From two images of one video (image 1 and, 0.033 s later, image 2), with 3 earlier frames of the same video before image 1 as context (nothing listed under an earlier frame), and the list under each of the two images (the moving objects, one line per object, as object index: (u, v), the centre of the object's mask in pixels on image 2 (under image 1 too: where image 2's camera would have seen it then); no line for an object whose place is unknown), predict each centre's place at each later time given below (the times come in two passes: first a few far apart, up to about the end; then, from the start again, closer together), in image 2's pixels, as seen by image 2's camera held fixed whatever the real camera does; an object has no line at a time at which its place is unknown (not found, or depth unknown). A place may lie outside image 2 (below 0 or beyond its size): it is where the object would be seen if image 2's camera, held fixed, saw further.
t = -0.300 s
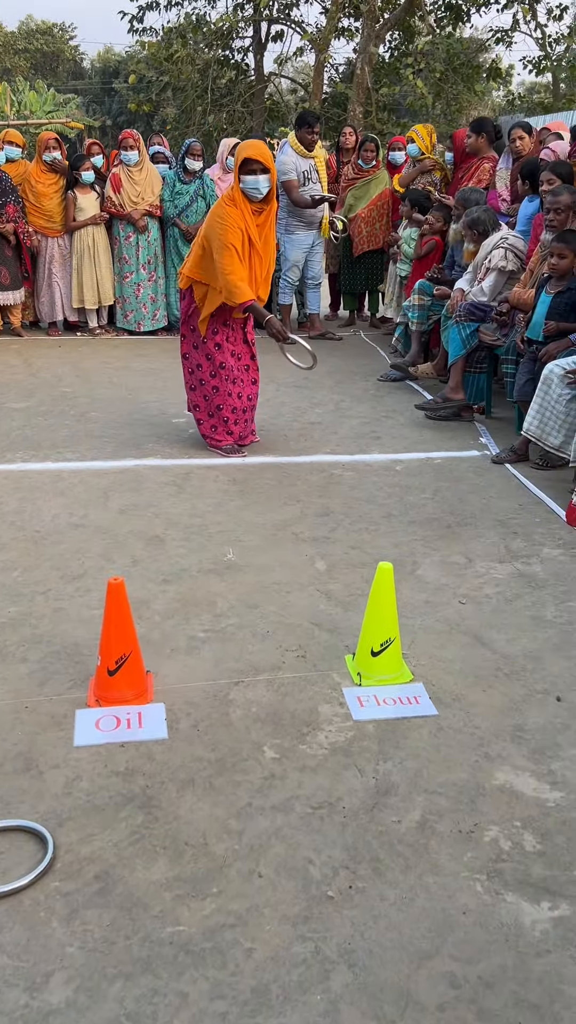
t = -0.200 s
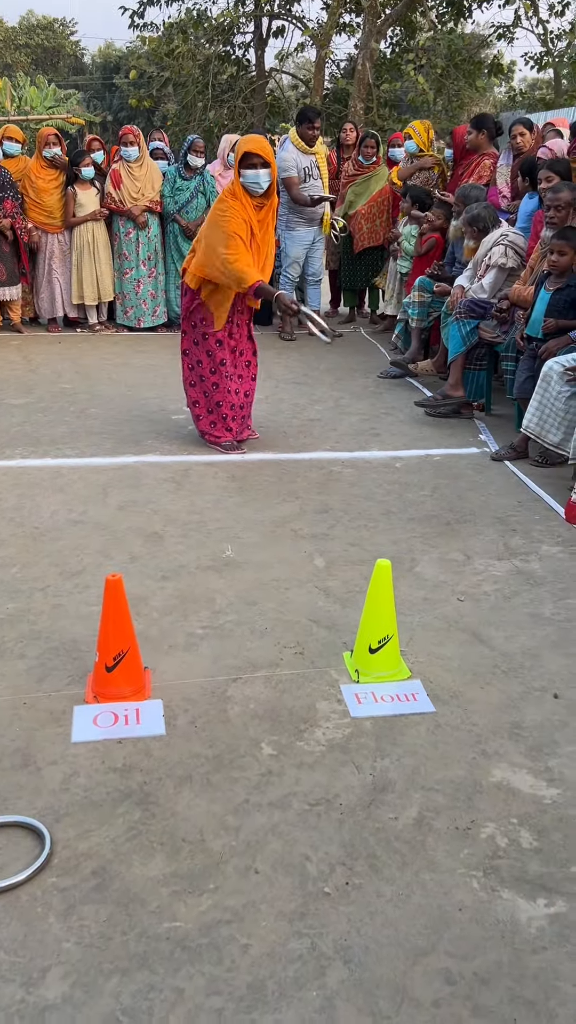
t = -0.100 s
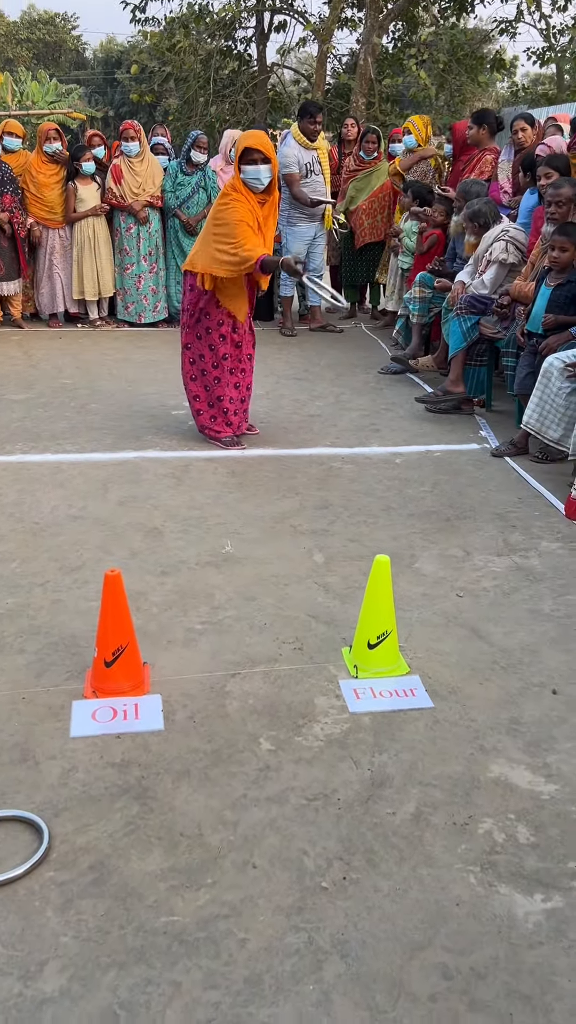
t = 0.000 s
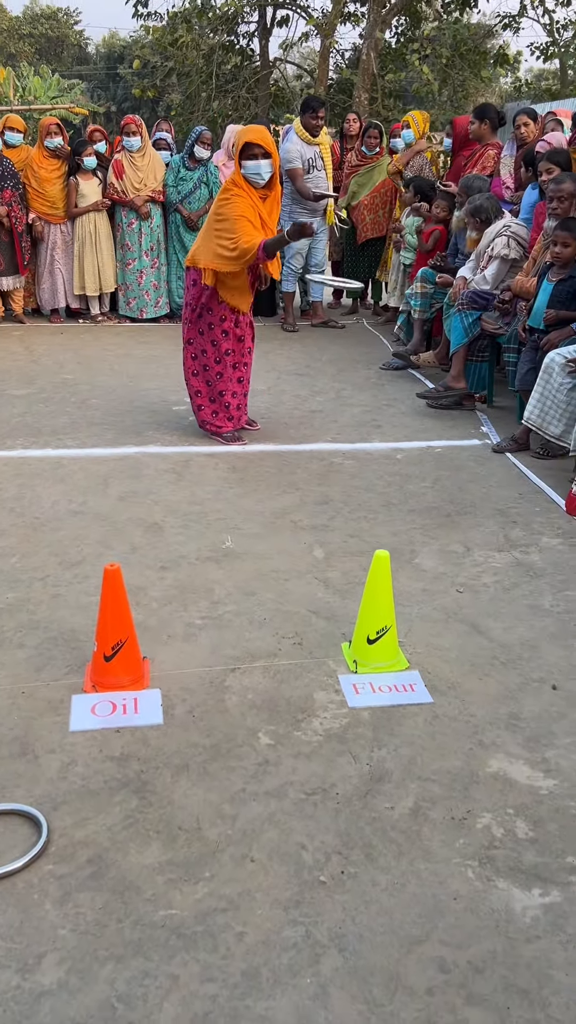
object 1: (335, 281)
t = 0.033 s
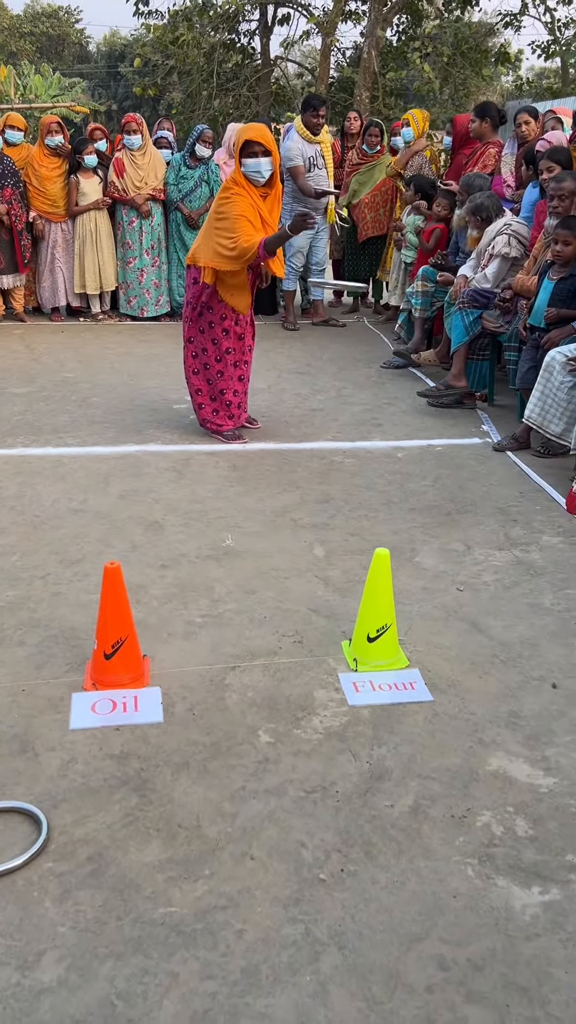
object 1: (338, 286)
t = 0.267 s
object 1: (356, 441)
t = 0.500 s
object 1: (309, 630)
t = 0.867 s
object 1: (193, 659)
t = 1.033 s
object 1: (178, 647)
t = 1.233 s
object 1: (189, 652)
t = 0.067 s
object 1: (341, 294)
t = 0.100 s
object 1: (343, 306)
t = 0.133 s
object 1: (345, 322)
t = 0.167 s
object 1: (348, 344)
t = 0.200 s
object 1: (351, 371)
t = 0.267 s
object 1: (356, 441)
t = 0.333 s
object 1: (362, 527)
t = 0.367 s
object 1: (369, 550)
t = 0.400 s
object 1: (361, 569)
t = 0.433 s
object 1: (346, 584)
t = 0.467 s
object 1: (326, 604)
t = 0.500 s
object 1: (309, 630)
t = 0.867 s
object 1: (193, 659)
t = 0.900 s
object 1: (190, 660)
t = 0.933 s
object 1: (187, 658)
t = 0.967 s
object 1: (185, 653)
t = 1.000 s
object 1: (182, 649)
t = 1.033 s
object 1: (178, 647)
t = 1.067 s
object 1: (182, 645)
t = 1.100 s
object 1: (186, 645)
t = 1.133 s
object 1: (187, 646)
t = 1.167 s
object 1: (189, 648)
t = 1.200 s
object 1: (189, 650)
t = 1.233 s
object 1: (189, 652)
